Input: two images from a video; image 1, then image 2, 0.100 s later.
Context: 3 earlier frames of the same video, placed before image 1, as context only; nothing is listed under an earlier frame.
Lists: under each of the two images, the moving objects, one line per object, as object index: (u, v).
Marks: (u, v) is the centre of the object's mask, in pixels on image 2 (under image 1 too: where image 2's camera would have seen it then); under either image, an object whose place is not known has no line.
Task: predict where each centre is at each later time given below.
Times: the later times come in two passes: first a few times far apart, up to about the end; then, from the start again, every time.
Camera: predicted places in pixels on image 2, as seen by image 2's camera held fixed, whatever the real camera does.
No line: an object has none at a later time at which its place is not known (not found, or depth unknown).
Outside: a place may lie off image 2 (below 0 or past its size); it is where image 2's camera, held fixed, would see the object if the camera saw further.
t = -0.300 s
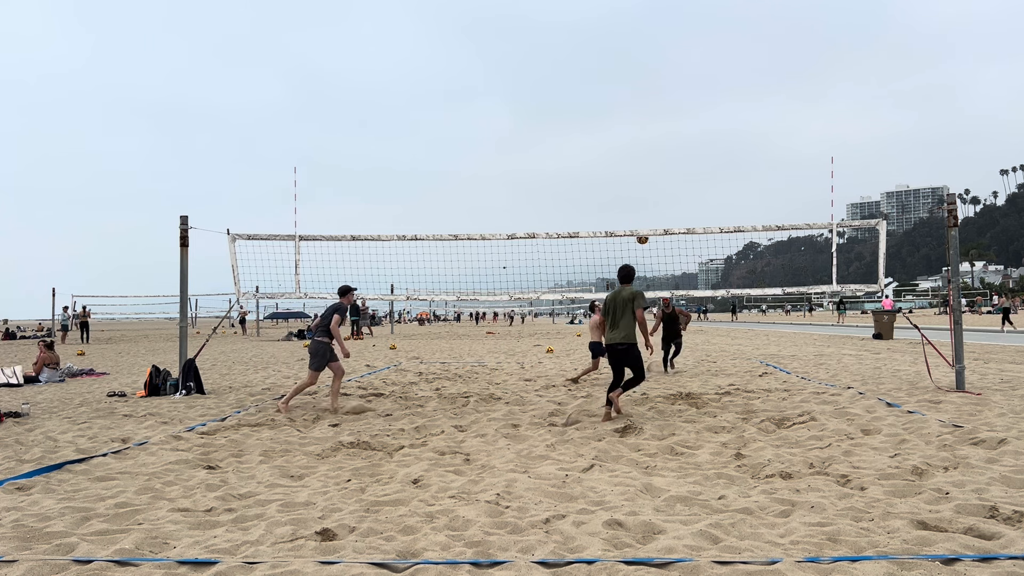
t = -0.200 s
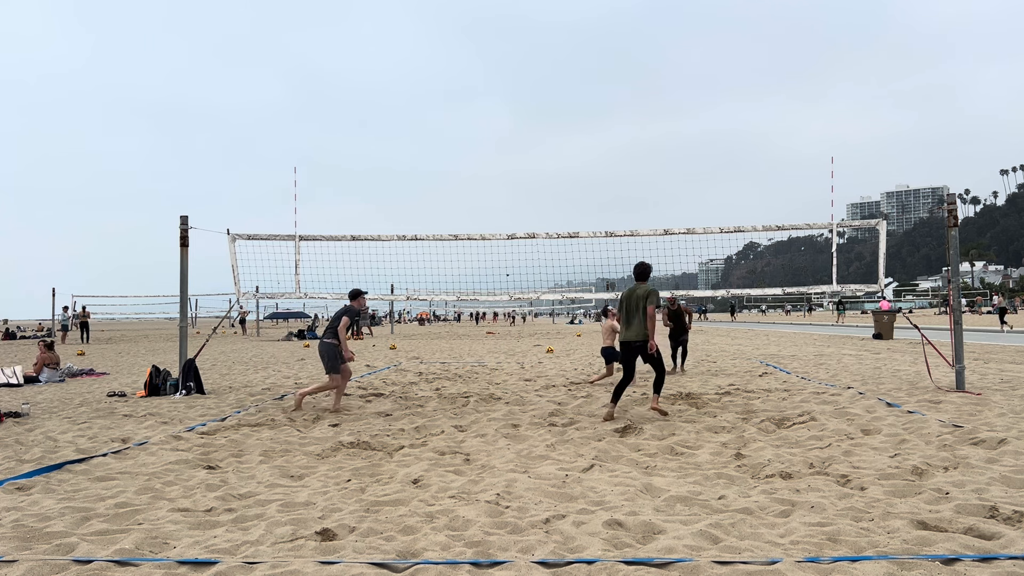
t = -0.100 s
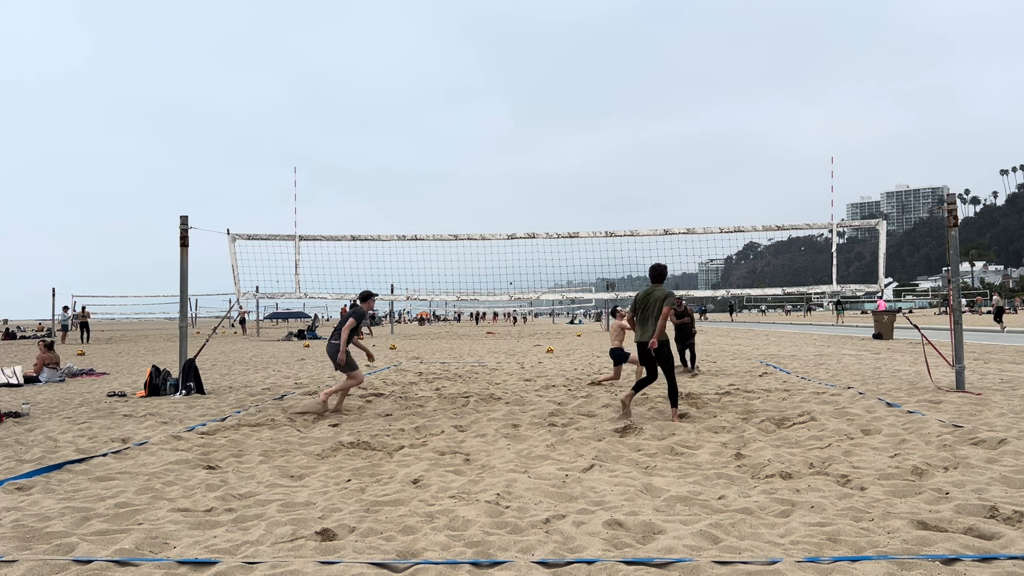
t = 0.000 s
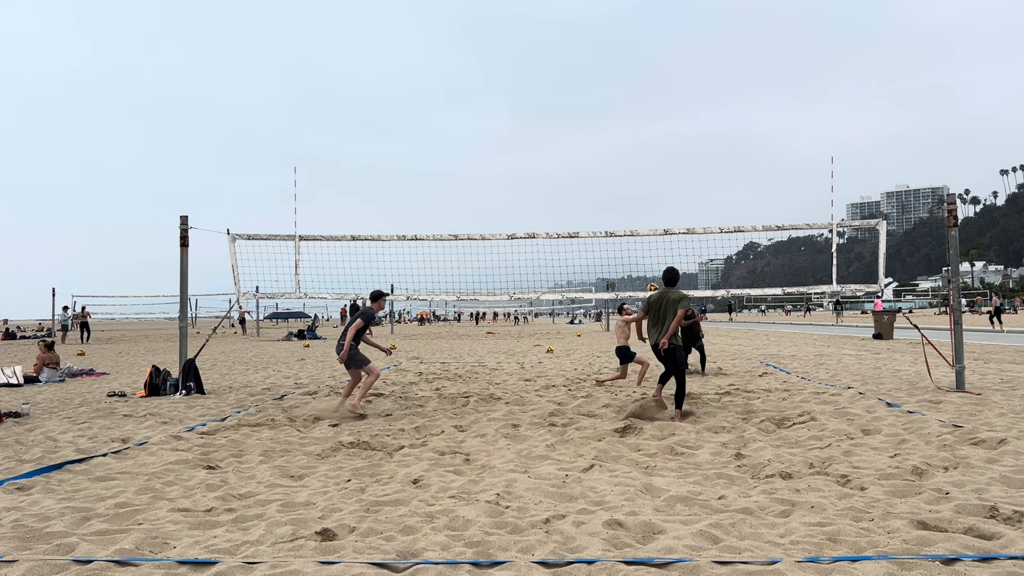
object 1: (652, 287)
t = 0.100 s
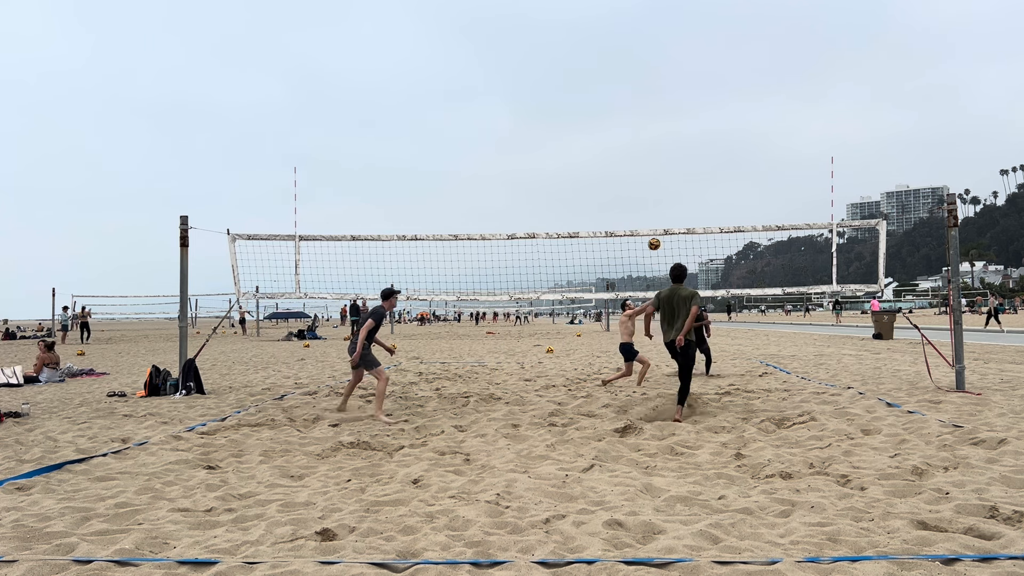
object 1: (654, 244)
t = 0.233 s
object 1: (656, 192)
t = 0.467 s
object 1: (662, 126)
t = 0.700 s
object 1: (668, 92)
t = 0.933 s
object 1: (674, 89)
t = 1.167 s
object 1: (682, 121)
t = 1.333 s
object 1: (688, 166)
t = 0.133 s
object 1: (654, 227)
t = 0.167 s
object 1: (655, 217)
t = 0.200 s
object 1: (656, 204)
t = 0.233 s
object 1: (656, 192)
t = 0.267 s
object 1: (657, 181)
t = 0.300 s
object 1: (658, 170)
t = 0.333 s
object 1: (659, 160)
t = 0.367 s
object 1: (660, 151)
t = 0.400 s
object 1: (660, 142)
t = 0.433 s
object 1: (661, 134)
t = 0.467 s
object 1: (662, 126)
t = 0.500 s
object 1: (663, 119)
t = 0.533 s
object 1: (664, 113)
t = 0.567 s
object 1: (664, 108)
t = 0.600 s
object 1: (665, 103)
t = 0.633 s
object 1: (666, 98)
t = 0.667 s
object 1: (667, 95)
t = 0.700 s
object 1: (668, 92)
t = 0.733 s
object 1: (669, 89)
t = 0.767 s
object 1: (670, 88)
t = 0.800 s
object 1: (671, 87)
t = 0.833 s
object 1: (672, 86)
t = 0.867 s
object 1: (673, 86)
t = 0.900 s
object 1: (673, 88)
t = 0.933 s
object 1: (674, 89)
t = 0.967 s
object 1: (675, 92)
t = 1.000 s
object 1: (676, 95)
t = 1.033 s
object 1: (677, 99)
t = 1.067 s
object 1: (678, 103)
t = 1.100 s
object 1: (680, 108)
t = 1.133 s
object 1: (681, 114)
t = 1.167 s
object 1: (682, 121)
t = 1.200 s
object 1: (683, 129)
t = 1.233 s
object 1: (684, 137)
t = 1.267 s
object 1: (685, 146)
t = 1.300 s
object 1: (686, 155)
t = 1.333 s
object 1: (688, 166)
